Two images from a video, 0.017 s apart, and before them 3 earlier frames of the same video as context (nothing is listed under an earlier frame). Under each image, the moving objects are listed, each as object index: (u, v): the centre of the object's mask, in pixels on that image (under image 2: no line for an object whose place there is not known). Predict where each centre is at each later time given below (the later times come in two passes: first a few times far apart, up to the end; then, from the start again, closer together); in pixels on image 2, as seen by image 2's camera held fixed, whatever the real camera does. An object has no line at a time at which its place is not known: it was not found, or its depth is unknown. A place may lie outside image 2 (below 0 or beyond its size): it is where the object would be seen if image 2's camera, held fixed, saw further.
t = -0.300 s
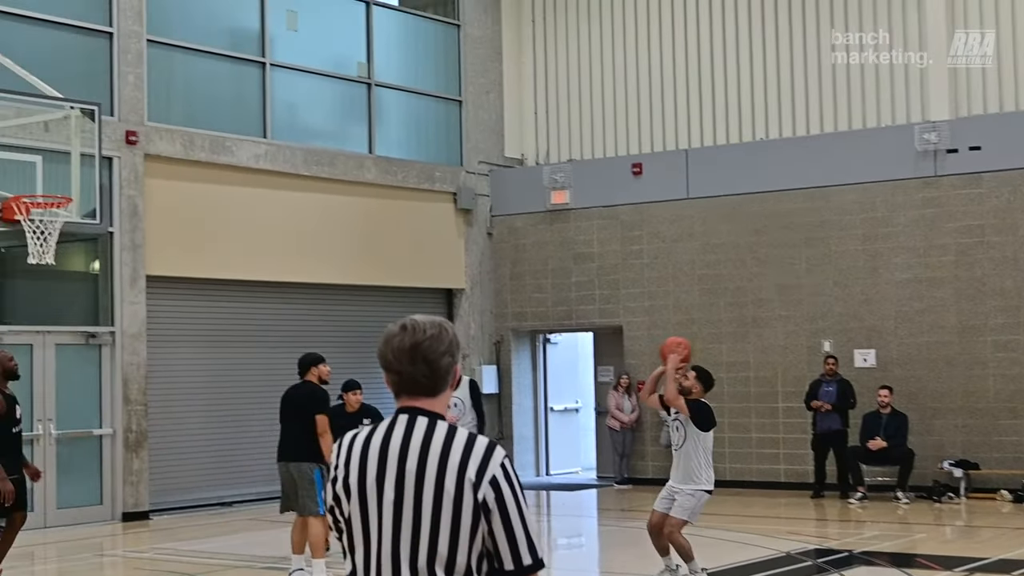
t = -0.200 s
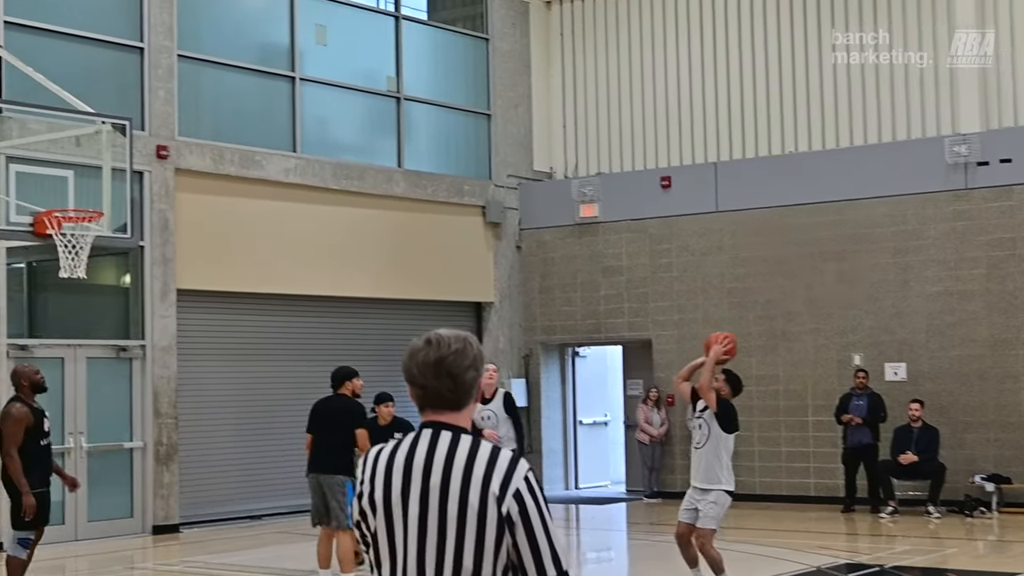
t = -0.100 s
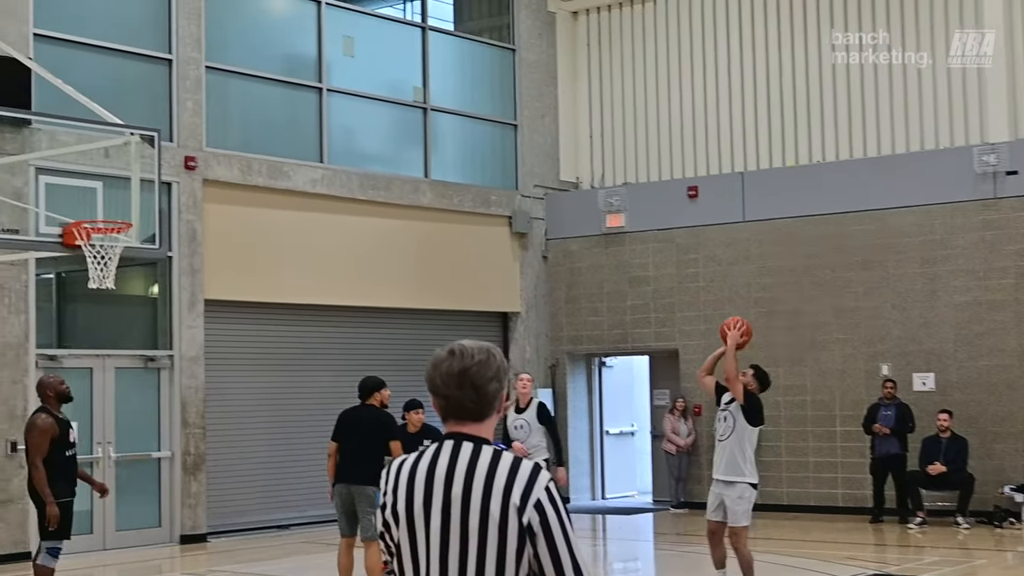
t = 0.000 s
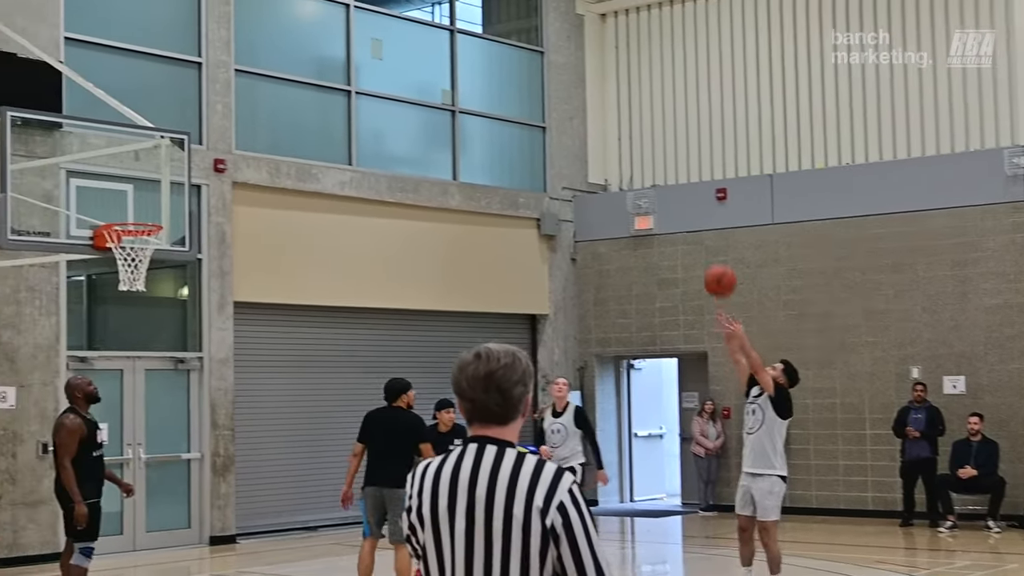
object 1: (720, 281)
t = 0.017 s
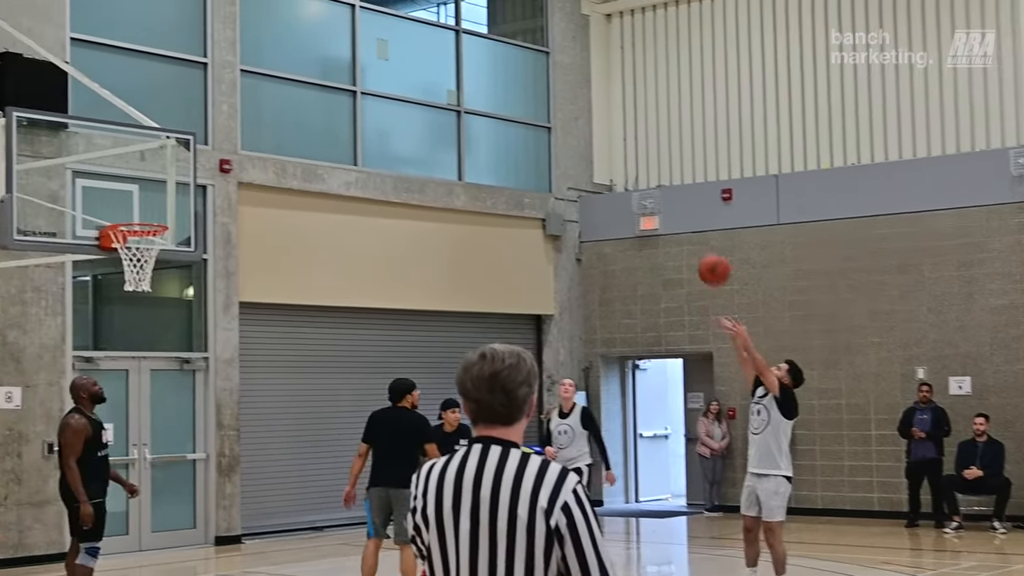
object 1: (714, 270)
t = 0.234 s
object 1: (571, 154)
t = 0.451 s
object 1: (439, 101)
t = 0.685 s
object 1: (304, 110)
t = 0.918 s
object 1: (176, 182)
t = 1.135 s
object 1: (137, 195)
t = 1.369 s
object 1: (144, 177)
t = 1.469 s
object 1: (147, 192)
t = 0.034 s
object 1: (702, 258)
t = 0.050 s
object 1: (690, 247)
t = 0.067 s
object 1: (679, 237)
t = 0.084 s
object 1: (669, 227)
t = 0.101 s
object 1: (657, 217)
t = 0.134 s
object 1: (635, 199)
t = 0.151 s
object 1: (624, 191)
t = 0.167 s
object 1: (613, 183)
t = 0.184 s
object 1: (602, 176)
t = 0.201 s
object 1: (592, 168)
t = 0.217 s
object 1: (582, 161)
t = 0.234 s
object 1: (571, 154)
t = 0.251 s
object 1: (561, 148)
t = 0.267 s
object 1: (550, 142)
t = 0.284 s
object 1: (540, 137)
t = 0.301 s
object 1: (530, 131)
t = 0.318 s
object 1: (520, 127)
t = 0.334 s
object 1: (509, 122)
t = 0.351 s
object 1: (499, 118)
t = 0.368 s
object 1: (489, 114)
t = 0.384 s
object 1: (479, 111)
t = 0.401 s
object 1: (469, 108)
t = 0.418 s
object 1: (459, 106)
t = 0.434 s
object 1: (449, 103)
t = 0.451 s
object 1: (439, 101)
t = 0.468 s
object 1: (429, 100)
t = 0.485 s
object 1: (419, 99)
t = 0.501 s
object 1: (410, 98)
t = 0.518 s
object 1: (400, 97)
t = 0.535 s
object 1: (390, 97)
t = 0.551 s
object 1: (380, 97)
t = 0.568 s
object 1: (370, 97)
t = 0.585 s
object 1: (361, 98)
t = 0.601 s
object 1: (351, 99)
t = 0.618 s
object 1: (342, 101)
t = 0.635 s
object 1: (332, 103)
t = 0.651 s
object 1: (323, 104)
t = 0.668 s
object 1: (313, 107)
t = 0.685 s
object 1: (304, 110)
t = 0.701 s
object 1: (295, 113)
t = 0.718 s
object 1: (286, 116)
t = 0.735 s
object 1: (276, 120)
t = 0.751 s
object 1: (266, 124)
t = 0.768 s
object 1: (258, 128)
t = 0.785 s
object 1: (249, 133)
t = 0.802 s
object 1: (240, 138)
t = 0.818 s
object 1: (231, 143)
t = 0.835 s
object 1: (222, 149)
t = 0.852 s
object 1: (212, 155)
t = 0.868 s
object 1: (204, 160)
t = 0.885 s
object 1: (194, 167)
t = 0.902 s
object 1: (185, 174)
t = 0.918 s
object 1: (176, 182)
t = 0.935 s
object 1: (167, 189)
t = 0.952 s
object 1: (158, 197)
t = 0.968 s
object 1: (150, 205)
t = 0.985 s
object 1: (141, 212)
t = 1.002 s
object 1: (133, 216)
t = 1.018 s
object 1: (132, 215)
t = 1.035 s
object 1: (133, 213)
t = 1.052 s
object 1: (134, 212)
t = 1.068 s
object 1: (135, 211)
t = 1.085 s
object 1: (136, 207)
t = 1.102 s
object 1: (136, 203)
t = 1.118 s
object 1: (137, 199)
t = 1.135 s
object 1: (137, 195)
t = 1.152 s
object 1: (137, 192)
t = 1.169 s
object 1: (138, 189)
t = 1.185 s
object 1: (139, 186)
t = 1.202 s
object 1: (139, 184)
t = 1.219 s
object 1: (140, 181)
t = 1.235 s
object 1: (140, 180)
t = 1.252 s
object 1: (141, 178)
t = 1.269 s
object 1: (141, 177)
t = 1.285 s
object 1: (142, 176)
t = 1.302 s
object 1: (142, 176)
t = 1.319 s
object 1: (143, 176)
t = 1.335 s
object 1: (143, 176)
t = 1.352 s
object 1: (143, 176)
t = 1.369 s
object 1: (144, 177)
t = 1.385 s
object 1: (145, 179)
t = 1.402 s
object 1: (145, 181)
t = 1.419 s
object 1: (146, 183)
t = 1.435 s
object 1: (146, 185)
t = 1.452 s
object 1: (147, 189)
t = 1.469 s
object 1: (147, 192)
